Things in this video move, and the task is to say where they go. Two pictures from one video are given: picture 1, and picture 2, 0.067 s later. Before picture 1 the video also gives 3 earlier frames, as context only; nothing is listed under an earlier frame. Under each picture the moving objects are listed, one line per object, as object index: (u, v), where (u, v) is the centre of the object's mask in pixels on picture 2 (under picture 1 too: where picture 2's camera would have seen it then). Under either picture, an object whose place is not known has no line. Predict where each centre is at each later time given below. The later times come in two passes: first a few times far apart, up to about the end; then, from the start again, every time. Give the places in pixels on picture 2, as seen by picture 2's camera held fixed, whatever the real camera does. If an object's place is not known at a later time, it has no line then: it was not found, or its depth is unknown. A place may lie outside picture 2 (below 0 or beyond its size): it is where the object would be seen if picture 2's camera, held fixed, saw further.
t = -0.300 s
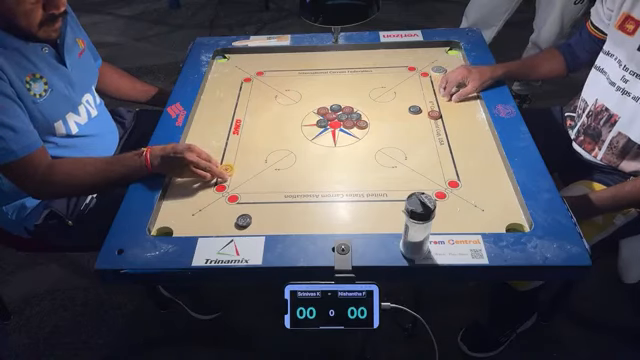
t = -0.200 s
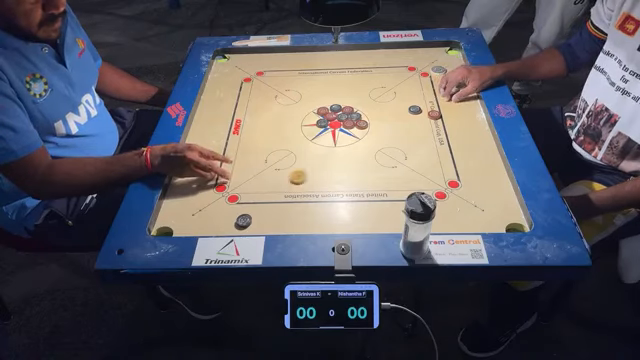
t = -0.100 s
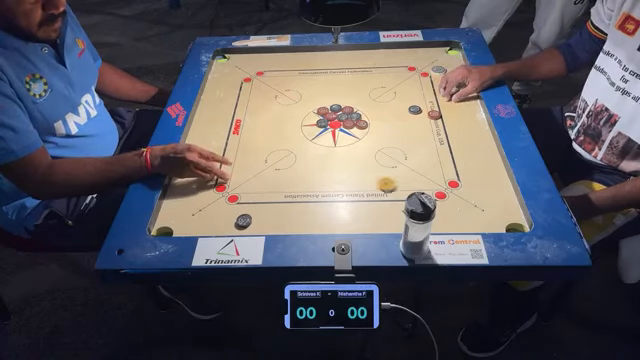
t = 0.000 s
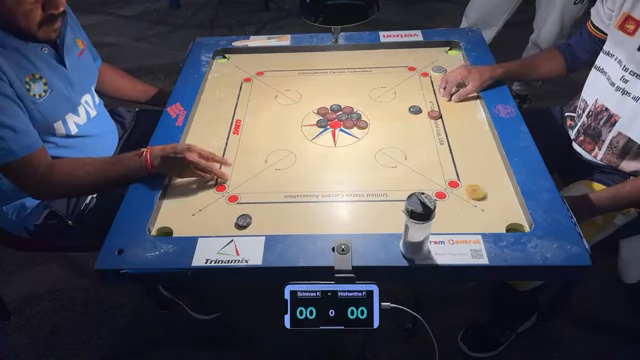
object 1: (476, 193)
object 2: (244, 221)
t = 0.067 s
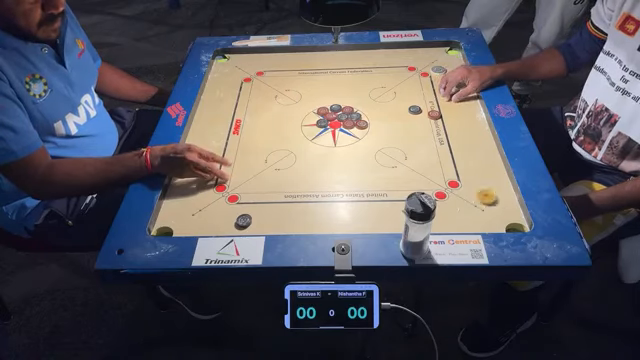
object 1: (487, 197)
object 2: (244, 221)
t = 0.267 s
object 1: (363, 210)
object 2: (244, 221)
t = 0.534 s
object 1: (249, 218)
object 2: (210, 227)
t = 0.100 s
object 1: (465, 200)
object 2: (244, 221)
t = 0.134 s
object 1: (443, 200)
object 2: (244, 221)
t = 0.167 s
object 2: (244, 221)
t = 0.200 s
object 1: (398, 206)
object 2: (244, 221)
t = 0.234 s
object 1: (382, 208)
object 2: (244, 221)
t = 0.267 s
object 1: (363, 210)
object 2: (244, 221)
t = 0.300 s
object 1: (345, 213)
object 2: (244, 221)
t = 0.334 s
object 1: (327, 215)
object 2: (244, 221)
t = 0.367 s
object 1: (310, 214)
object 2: (244, 221)
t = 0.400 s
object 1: (294, 216)
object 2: (244, 221)
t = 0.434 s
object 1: (279, 217)
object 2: (244, 221)
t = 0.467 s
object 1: (264, 218)
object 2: (244, 221)
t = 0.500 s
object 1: (256, 218)
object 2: (228, 223)
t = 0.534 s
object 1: (249, 218)
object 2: (210, 227)
